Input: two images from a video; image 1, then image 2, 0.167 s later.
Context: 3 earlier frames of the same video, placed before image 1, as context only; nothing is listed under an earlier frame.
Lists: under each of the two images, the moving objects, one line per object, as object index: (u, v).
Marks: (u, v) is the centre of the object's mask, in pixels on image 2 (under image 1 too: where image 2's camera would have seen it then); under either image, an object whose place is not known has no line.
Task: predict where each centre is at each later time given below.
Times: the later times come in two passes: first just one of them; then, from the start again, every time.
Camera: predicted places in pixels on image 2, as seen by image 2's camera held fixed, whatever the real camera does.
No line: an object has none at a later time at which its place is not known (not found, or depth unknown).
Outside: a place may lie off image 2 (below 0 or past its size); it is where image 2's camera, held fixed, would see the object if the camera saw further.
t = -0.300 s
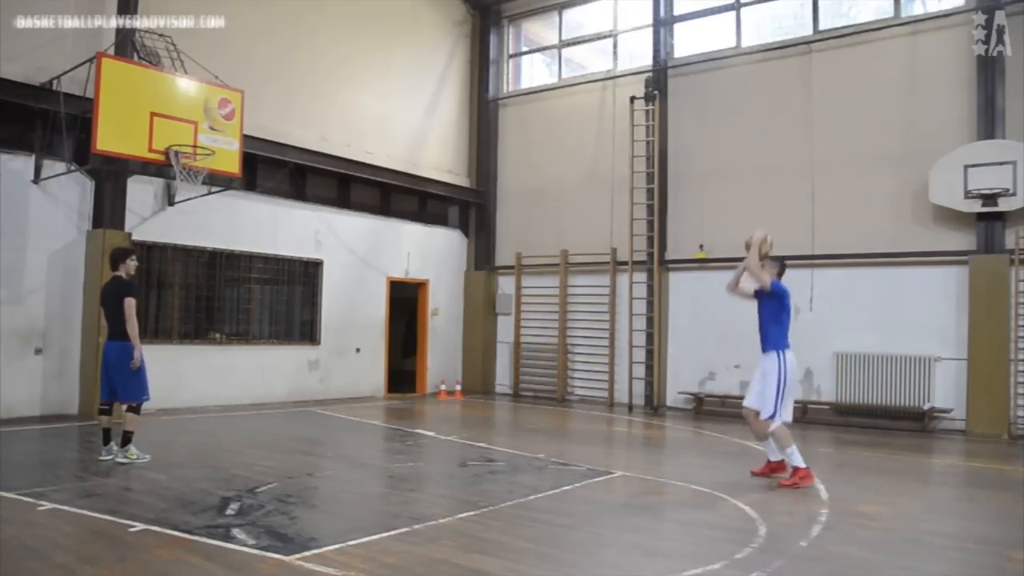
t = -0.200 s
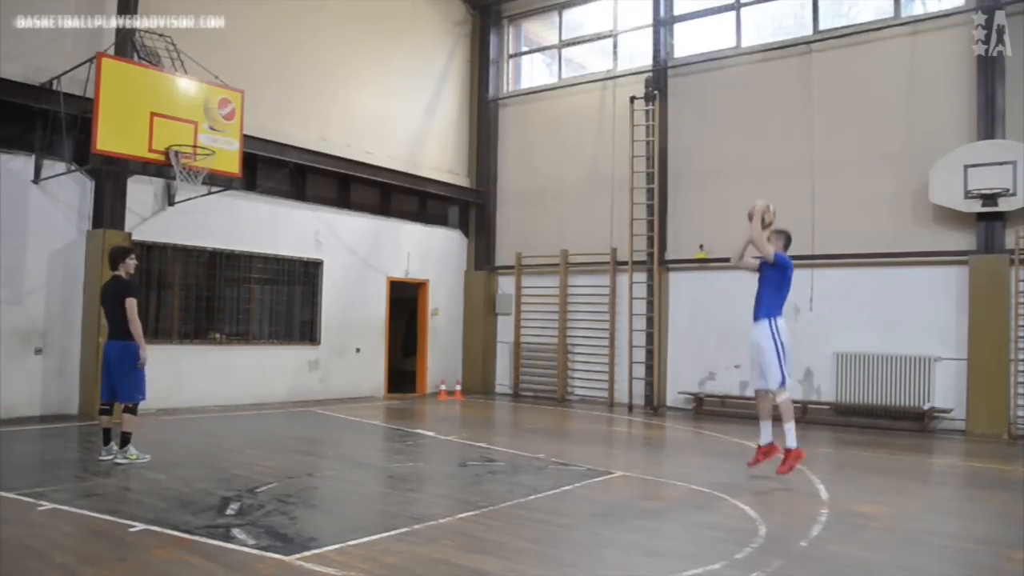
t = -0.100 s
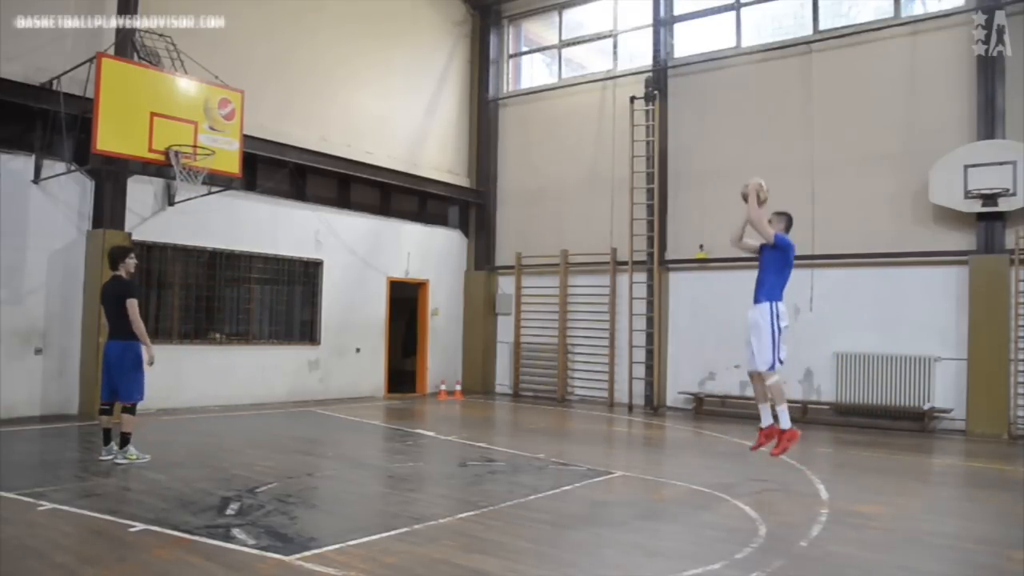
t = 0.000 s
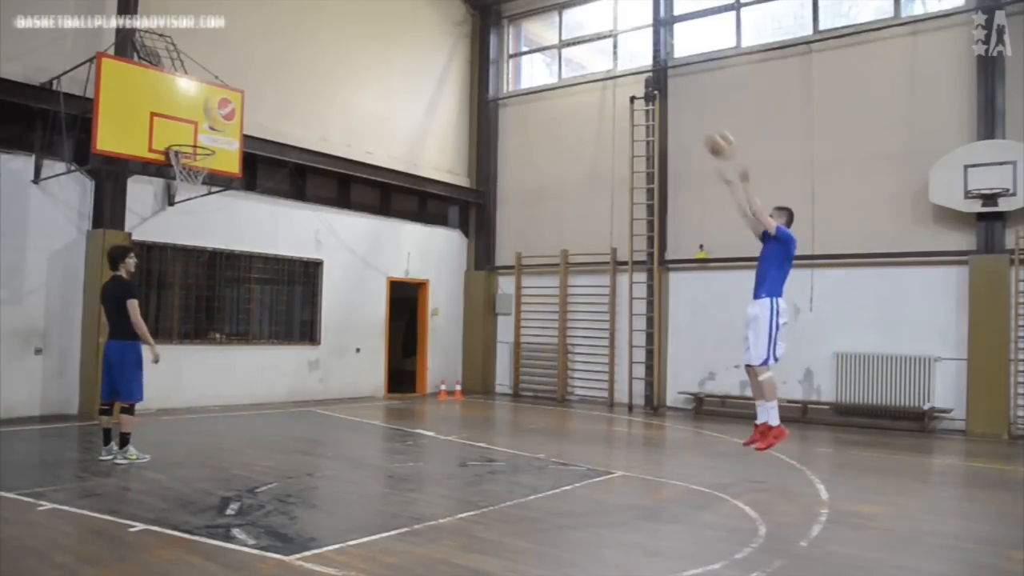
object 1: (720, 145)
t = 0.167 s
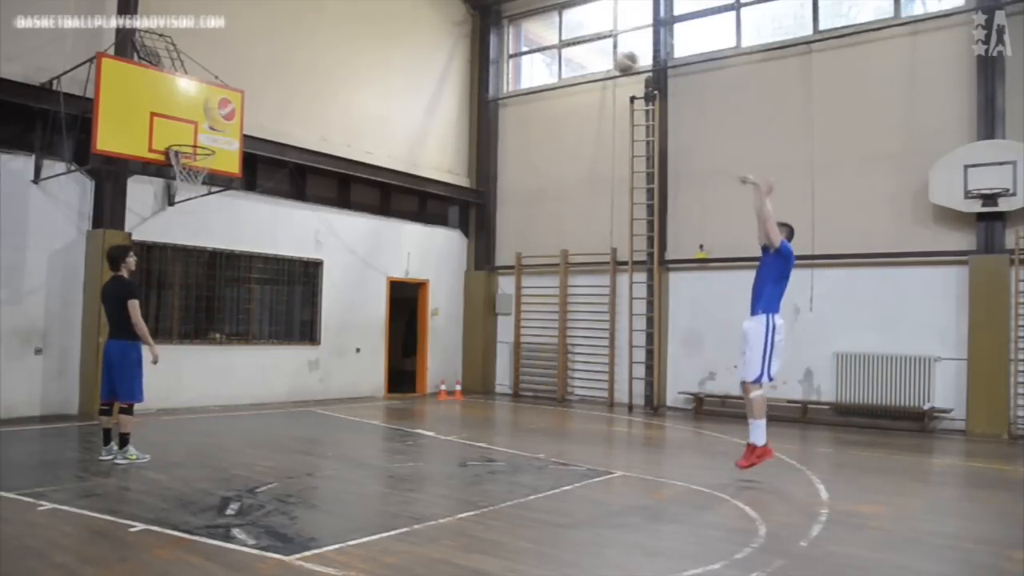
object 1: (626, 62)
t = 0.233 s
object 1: (591, 40)
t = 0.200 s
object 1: (608, 51)
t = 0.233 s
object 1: (591, 40)
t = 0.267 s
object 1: (573, 29)
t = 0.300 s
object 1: (555, 22)
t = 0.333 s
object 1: (539, 15)
